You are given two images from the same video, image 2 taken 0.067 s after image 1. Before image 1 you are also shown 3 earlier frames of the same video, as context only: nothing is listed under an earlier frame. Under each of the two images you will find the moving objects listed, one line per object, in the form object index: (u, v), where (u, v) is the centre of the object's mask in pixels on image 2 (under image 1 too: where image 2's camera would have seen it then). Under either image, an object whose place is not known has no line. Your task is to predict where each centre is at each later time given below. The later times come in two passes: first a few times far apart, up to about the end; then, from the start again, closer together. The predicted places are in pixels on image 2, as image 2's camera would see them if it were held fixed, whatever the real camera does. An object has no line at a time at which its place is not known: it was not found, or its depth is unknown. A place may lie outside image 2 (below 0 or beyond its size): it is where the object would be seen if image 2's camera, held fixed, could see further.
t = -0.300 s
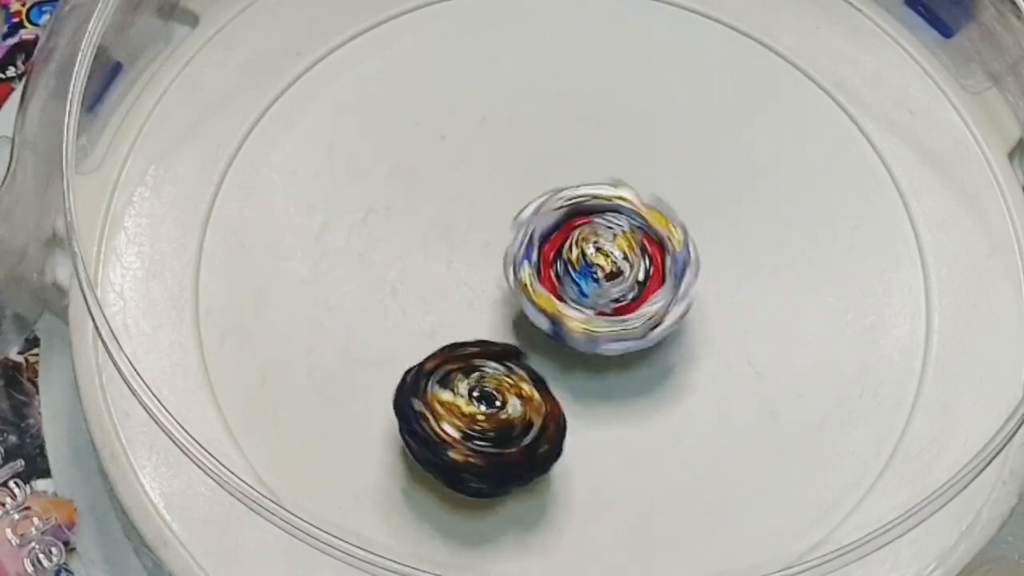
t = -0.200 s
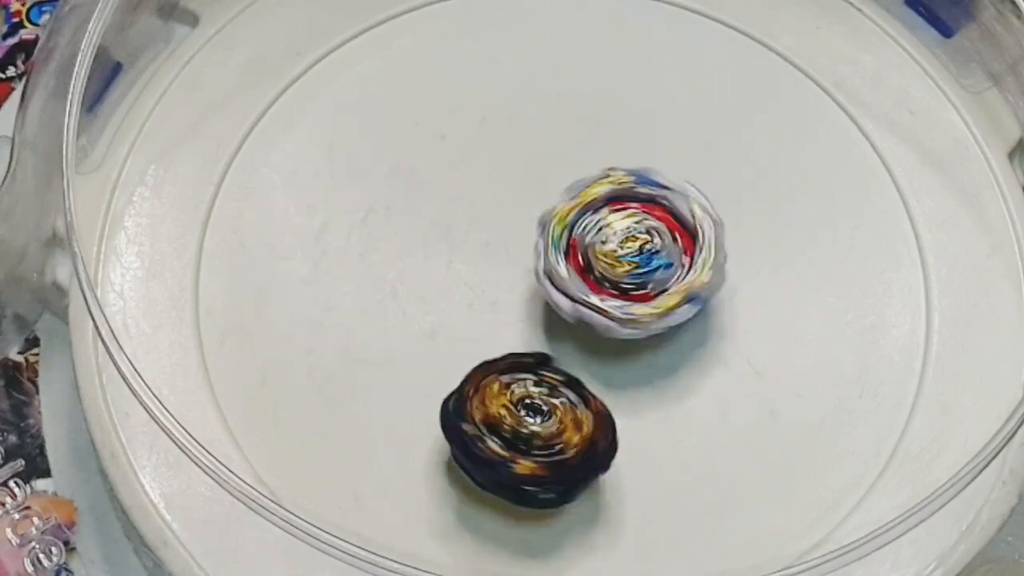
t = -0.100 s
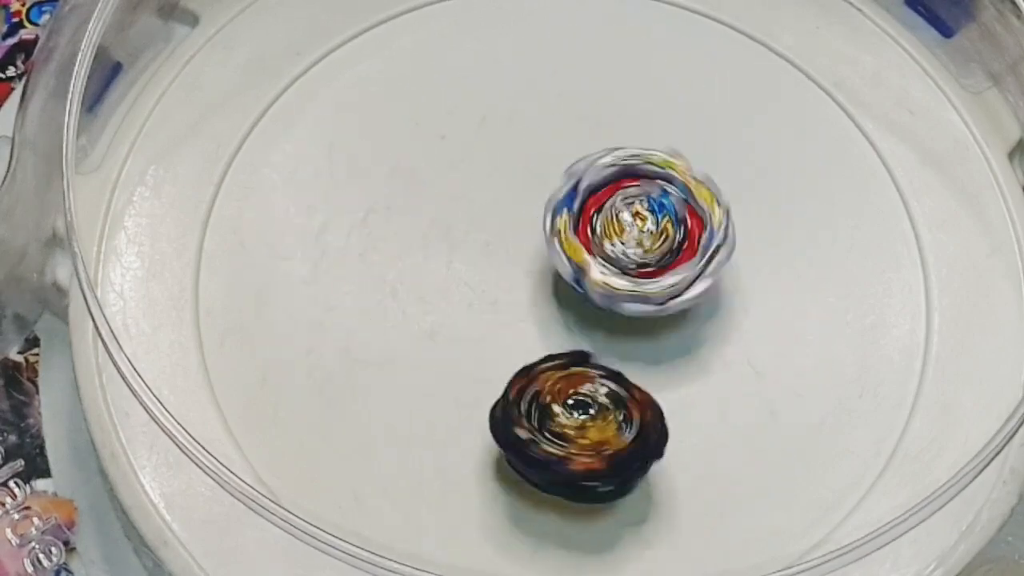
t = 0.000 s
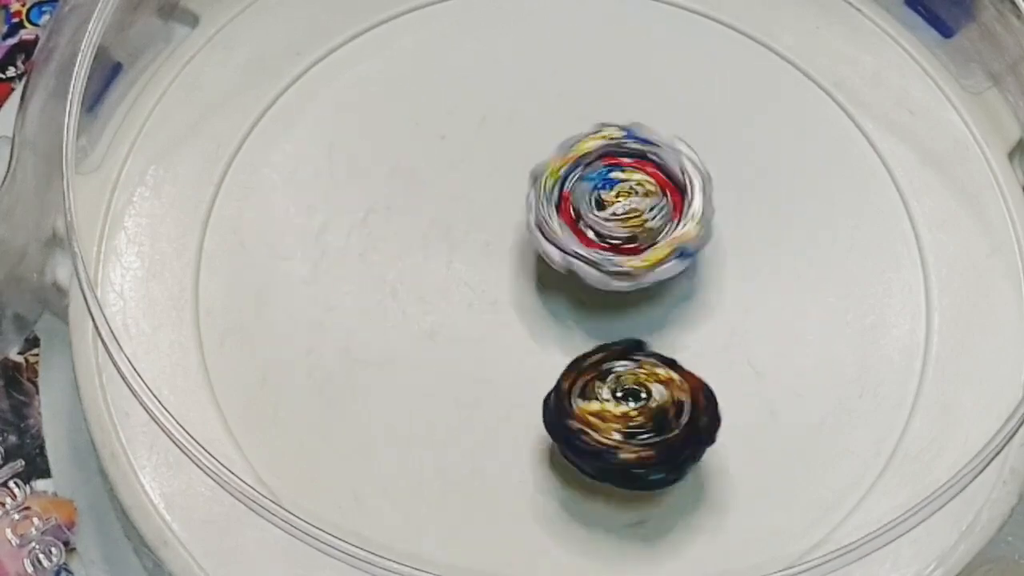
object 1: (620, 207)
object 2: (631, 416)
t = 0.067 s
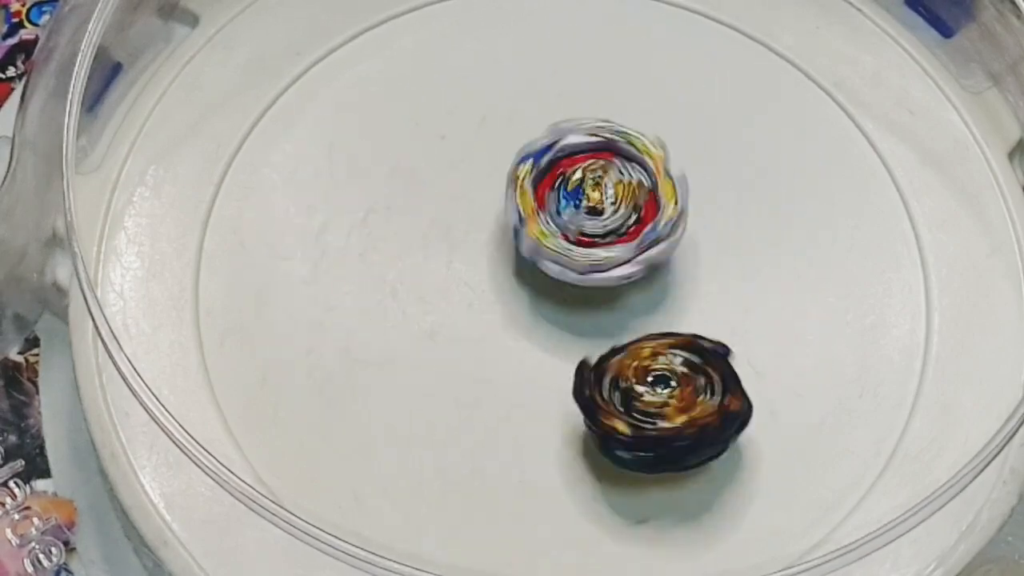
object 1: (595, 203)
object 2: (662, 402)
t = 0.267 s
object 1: (536, 249)
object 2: (724, 334)
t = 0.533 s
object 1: (598, 331)
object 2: (746, 224)
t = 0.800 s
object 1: (586, 337)
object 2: (723, 111)
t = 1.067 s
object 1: (555, 329)
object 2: (632, 84)
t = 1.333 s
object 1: (504, 278)
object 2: (507, 126)
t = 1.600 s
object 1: (525, 333)
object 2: (405, 205)
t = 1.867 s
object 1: (606, 246)
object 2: (393, 307)
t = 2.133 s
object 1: (502, 188)
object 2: (473, 391)
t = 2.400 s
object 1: (498, 257)
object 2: (603, 419)
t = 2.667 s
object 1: (503, 257)
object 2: (612, 418)
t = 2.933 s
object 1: (506, 256)
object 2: (617, 416)
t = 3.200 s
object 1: (511, 254)
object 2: (620, 415)
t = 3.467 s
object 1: (514, 253)
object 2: (623, 415)
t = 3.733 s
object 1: (518, 252)
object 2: (628, 414)
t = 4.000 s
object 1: (521, 252)
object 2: (633, 413)
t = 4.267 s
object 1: (520, 251)
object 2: (636, 411)
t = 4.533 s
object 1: (524, 248)
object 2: (638, 410)
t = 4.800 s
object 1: (527, 248)
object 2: (642, 409)
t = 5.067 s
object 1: (529, 248)
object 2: (646, 407)
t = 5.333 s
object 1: (531, 247)
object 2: (649, 405)
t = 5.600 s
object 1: (532, 246)
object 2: (652, 402)
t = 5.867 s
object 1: (533, 243)
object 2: (654, 401)
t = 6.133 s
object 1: (536, 241)
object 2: (657, 399)
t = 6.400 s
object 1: (539, 240)
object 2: (661, 396)
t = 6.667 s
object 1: (544, 238)
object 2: (662, 393)
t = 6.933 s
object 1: (544, 239)
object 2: (663, 391)
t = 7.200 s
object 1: (543, 237)
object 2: (667, 389)
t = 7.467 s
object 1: (547, 234)
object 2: (671, 386)
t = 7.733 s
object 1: (550, 233)
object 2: (673, 383)
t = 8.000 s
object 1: (552, 231)
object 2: (675, 380)
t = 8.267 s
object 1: (554, 231)
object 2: (677, 377)
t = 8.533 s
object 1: (554, 229)
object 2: (680, 375)
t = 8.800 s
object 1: (569, 197)
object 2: (718, 318)
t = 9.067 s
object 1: (549, 183)
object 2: (724, 199)
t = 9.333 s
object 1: (559, 270)
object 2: (649, 129)
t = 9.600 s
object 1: (651, 287)
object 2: (522, 126)
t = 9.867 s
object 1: (602, 227)
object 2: (414, 205)
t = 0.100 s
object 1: (586, 204)
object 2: (675, 392)
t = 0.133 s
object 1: (571, 208)
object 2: (686, 381)
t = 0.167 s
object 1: (561, 213)
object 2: (697, 369)
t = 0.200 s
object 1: (548, 225)
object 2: (706, 357)
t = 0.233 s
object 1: (540, 236)
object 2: (716, 345)
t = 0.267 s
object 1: (536, 249)
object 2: (724, 334)
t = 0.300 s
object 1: (532, 262)
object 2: (732, 321)
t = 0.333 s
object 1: (533, 276)
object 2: (738, 308)
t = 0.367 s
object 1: (536, 291)
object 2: (743, 294)
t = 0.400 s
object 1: (543, 305)
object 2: (747, 280)
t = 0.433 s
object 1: (555, 316)
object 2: (749, 266)
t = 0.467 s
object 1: (569, 324)
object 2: (750, 252)
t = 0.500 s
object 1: (583, 328)
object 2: (748, 238)
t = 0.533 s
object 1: (598, 331)
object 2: (746, 224)
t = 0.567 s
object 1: (614, 327)
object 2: (743, 212)
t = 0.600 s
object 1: (625, 320)
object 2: (739, 198)
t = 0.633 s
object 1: (622, 318)
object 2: (742, 179)
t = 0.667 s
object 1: (615, 321)
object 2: (743, 154)
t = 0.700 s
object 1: (608, 325)
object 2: (740, 139)
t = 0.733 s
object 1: (601, 328)
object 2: (735, 129)
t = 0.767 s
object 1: (591, 334)
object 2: (730, 119)
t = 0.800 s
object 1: (586, 337)
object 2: (723, 111)
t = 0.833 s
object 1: (583, 338)
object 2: (714, 104)
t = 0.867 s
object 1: (578, 340)
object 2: (704, 98)
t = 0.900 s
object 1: (572, 340)
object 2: (694, 93)
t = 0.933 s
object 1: (568, 339)
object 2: (683, 89)
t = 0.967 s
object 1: (563, 337)
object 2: (672, 86)
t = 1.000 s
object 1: (560, 336)
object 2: (659, 84)
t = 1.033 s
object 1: (556, 335)
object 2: (646, 84)
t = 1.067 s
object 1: (555, 329)
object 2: (632, 84)
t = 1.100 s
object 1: (550, 323)
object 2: (617, 85)
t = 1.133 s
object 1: (546, 318)
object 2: (602, 87)
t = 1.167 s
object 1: (537, 310)
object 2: (588, 91)
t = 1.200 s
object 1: (531, 304)
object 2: (572, 95)
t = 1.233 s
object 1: (527, 299)
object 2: (557, 101)
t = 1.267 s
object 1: (520, 290)
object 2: (541, 109)
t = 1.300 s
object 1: (513, 283)
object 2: (524, 118)
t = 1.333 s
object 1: (504, 278)
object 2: (507, 126)
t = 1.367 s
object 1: (496, 286)
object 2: (492, 128)
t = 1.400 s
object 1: (488, 299)
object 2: (479, 133)
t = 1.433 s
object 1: (488, 307)
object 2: (468, 140)
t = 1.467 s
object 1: (491, 312)
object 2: (455, 153)
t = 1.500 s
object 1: (495, 320)
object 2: (442, 164)
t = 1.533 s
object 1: (500, 323)
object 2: (429, 177)
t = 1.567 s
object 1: (509, 327)
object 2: (417, 192)
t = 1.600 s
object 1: (525, 333)
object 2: (405, 205)
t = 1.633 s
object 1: (545, 332)
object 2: (396, 215)
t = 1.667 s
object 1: (562, 330)
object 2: (390, 225)
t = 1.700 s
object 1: (577, 322)
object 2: (387, 238)
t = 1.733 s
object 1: (588, 311)
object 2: (384, 253)
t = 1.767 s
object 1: (600, 298)
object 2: (384, 267)
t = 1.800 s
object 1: (607, 280)
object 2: (385, 280)
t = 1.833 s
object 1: (608, 264)
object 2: (388, 293)
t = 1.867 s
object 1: (606, 246)
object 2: (393, 307)
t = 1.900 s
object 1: (600, 233)
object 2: (399, 321)
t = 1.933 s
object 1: (594, 218)
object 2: (406, 333)
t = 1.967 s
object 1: (581, 204)
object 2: (414, 345)
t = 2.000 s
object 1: (567, 193)
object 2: (424, 356)
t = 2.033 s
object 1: (550, 186)
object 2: (434, 366)
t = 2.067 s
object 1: (534, 184)
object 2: (446, 374)
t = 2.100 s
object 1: (520, 184)
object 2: (459, 383)
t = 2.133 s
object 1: (502, 188)
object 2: (473, 391)
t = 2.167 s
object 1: (489, 195)
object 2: (488, 397)
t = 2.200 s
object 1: (478, 208)
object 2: (503, 401)
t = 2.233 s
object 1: (474, 223)
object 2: (519, 405)
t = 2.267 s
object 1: (472, 237)
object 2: (534, 407)
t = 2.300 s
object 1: (477, 252)
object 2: (551, 408)
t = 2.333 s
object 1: (482, 257)
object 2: (571, 423)
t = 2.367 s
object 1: (489, 260)
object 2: (586, 425)
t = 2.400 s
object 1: (498, 257)
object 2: (603, 419)
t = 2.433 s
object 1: (502, 257)
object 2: (608, 418)
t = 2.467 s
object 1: (502, 257)
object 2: (608, 418)
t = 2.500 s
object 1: (503, 257)
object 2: (609, 418)
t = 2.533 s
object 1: (503, 257)
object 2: (610, 418)
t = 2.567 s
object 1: (504, 257)
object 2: (611, 418)
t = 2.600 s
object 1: (504, 257)
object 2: (611, 418)
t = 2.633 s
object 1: (504, 257)
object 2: (611, 418)
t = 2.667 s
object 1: (503, 257)
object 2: (612, 418)
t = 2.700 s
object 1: (504, 257)
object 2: (613, 418)
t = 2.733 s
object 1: (504, 257)
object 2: (614, 417)
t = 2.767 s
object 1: (504, 257)
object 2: (615, 417)
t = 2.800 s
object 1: (504, 257)
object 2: (615, 417)
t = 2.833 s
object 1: (505, 257)
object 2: (616, 416)
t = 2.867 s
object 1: (505, 256)
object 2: (616, 416)
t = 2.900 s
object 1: (506, 256)
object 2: (616, 416)
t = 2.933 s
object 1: (506, 256)
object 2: (617, 416)
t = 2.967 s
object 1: (507, 255)
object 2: (617, 416)
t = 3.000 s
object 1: (507, 255)
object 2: (618, 415)
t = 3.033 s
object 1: (508, 255)
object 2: (618, 415)
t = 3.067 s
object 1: (509, 254)
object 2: (618, 415)
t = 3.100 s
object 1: (509, 254)
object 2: (619, 416)
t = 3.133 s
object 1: (510, 254)
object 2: (619, 415)
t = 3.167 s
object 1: (510, 254)
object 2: (620, 415)
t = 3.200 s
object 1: (511, 254)
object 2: (620, 415)
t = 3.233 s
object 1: (511, 254)
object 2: (620, 415)
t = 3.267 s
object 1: (512, 254)
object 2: (620, 415)
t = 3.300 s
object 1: (512, 254)
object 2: (620, 415)
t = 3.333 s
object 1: (512, 254)
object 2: (621, 415)
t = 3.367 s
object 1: (513, 253)
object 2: (622, 415)
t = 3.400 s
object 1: (513, 253)
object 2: (622, 415)
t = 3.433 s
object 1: (513, 253)
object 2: (622, 415)
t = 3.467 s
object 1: (514, 253)
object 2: (623, 415)
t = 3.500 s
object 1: (514, 253)
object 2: (624, 415)
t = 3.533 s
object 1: (515, 252)
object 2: (624, 415)
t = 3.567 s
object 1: (515, 252)
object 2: (625, 415)
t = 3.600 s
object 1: (516, 252)
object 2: (626, 415)
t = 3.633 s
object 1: (516, 252)
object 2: (626, 415)
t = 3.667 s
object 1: (517, 252)
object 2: (627, 414)
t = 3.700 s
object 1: (518, 252)
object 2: (627, 414)
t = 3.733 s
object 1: (518, 252)
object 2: (628, 414)
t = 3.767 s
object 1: (519, 252)
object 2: (629, 414)
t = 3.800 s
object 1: (519, 251)
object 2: (630, 414)
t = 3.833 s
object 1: (520, 252)
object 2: (630, 414)
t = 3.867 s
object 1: (520, 252)
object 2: (630, 414)
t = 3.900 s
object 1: (520, 252)
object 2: (631, 414)
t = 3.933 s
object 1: (521, 252)
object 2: (632, 414)
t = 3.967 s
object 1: (520, 253)
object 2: (633, 413)
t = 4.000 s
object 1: (521, 252)
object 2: (633, 413)
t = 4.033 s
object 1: (521, 253)
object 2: (633, 412)
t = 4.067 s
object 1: (520, 253)
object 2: (633, 412)
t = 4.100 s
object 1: (520, 252)
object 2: (634, 412)
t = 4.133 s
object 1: (520, 252)
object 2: (634, 412)
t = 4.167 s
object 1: (520, 252)
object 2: (635, 411)
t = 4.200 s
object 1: (520, 252)
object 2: (636, 411)
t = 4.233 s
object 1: (520, 252)
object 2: (636, 411)
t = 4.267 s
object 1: (520, 251)
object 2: (636, 411)
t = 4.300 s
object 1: (520, 251)
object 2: (636, 411)
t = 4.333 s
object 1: (521, 250)
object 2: (637, 411)
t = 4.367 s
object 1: (520, 250)
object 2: (637, 411)
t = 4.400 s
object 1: (522, 249)
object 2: (638, 410)
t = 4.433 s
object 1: (522, 248)
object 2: (638, 410)
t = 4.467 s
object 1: (522, 248)
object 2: (638, 409)
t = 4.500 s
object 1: (523, 248)
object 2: (638, 410)
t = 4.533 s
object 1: (524, 248)
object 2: (638, 410)
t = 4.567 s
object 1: (524, 248)
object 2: (639, 409)
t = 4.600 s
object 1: (525, 248)
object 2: (640, 409)
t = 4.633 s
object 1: (525, 247)
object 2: (639, 409)
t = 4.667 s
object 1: (526, 248)
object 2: (640, 409)
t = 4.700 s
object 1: (526, 248)
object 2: (640, 410)
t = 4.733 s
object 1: (527, 248)
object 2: (641, 410)
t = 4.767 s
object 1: (527, 248)
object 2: (642, 409)
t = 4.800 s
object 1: (527, 248)
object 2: (642, 409)
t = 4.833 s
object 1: (528, 248)
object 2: (643, 409)
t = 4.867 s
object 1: (528, 248)
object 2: (643, 408)
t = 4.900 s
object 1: (528, 249)
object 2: (643, 408)
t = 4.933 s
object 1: (528, 248)
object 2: (644, 408)
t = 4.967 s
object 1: (528, 248)
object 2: (645, 408)
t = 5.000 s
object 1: (528, 248)
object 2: (645, 408)
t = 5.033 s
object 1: (529, 248)
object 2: (646, 407)
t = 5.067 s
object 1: (529, 248)
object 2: (646, 407)
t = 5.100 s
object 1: (529, 248)
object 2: (647, 407)
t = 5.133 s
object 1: (529, 247)
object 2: (648, 407)
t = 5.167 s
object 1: (530, 247)
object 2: (648, 407)
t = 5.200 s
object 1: (530, 247)
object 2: (649, 406)
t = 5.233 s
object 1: (531, 247)
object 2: (649, 405)
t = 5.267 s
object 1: (531, 247)
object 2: (649, 405)
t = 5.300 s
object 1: (531, 247)
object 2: (649, 405)
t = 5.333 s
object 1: (531, 247)
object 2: (649, 405)
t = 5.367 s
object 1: (531, 247)
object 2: (650, 404)
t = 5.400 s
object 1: (531, 247)
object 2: (651, 404)
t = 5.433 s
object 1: (531, 247)
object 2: (650, 403)
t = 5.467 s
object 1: (532, 247)
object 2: (651, 403)
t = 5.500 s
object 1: (532, 247)
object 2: (651, 403)
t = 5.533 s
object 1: (531, 246)
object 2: (651, 403)
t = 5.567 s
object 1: (531, 246)
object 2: (652, 402)
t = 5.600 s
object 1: (532, 246)
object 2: (652, 402)
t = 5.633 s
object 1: (531, 246)
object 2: (652, 402)
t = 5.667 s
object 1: (531, 246)
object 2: (652, 401)
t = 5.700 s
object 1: (531, 245)
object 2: (652, 401)
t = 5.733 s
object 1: (531, 245)
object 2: (652, 401)
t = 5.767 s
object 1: (532, 245)
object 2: (653, 401)
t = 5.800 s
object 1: (532, 244)
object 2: (653, 400)
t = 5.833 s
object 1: (533, 244)
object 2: (653, 401)
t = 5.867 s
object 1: (533, 243)
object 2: (654, 401)
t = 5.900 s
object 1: (533, 243)
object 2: (654, 401)
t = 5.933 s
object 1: (534, 243)
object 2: (655, 400)
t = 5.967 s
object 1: (534, 242)
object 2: (655, 400)
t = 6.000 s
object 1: (535, 242)
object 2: (656, 400)
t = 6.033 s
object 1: (535, 242)
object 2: (656, 399)
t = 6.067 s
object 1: (535, 242)
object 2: (656, 399)
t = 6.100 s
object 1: (536, 242)
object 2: (656, 399)
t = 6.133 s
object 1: (536, 241)
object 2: (657, 399)
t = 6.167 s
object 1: (537, 241)
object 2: (658, 398)
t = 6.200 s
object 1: (537, 241)
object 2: (659, 398)
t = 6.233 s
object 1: (537, 240)
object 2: (659, 398)
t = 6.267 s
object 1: (538, 240)
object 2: (659, 398)
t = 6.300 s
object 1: (538, 241)
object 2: (659, 397)
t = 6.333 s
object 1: (538, 240)
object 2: (660, 397)
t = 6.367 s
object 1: (538, 240)
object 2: (660, 397)
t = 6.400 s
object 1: (539, 240)
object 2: (661, 396)
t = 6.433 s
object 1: (539, 239)
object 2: (661, 395)
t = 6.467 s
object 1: (540, 239)
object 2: (661, 395)
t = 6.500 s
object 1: (541, 239)
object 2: (661, 395)
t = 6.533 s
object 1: (541, 239)
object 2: (661, 394)
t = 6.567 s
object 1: (542, 238)
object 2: (662, 394)
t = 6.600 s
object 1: (543, 238)
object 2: (662, 394)
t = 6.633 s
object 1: (543, 238)
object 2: (662, 393)
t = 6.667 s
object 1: (544, 238)
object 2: (662, 393)
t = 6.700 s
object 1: (544, 238)
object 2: (663, 393)
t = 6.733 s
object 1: (545, 239)
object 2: (663, 393)
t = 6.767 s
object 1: (544, 239)
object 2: (663, 392)
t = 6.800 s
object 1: (544, 239)
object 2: (664, 392)
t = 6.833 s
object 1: (544, 239)
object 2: (664, 391)
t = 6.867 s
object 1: (545, 239)
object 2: (664, 391)
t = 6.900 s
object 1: (545, 239)
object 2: (663, 391)
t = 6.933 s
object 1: (544, 239)
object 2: (663, 391)
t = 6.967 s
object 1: (544, 238)
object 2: (664, 390)
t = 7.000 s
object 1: (544, 239)
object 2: (665, 390)
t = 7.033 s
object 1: (544, 238)
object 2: (665, 390)
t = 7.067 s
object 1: (543, 238)
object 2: (665, 390)
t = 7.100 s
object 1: (543, 238)
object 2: (665, 390)
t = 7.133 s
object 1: (543, 237)
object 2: (666, 390)
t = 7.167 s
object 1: (543, 237)
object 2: (667, 389)
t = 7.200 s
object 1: (543, 237)
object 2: (667, 389)
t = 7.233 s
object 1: (544, 236)
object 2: (668, 388)
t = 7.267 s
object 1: (544, 236)
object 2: (668, 388)
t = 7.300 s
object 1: (544, 235)
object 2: (668, 388)
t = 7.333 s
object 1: (545, 235)
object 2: (668, 388)
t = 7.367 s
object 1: (546, 234)
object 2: (669, 387)
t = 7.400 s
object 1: (546, 234)
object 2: (670, 387)
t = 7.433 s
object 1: (547, 234)
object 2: (670, 386)
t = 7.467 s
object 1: (547, 234)
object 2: (671, 386)
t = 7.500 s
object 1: (547, 234)
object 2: (671, 386)
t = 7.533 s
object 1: (548, 233)
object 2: (671, 386)
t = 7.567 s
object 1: (549, 233)
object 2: (672, 385)
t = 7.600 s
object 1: (549, 234)
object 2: (673, 385)
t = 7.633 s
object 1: (550, 234)
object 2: (673, 384)
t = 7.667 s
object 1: (550, 233)
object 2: (673, 384)
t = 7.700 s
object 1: (550, 233)
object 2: (673, 383)
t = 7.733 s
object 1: (550, 233)
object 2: (673, 383)
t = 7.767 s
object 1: (550, 233)
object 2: (673, 383)
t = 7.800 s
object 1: (550, 233)
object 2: (674, 382)
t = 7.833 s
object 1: (551, 233)
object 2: (674, 382)
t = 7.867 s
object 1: (551, 233)
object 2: (674, 382)
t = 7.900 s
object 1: (551, 233)
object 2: (674, 381)
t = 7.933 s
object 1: (551, 232)
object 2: (675, 381)
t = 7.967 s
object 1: (551, 232)
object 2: (675, 381)
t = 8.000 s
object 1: (552, 231)
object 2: (675, 380)
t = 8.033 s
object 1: (553, 232)
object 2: (676, 380)
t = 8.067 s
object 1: (553, 231)
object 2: (676, 379)
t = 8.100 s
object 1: (553, 231)
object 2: (675, 379)
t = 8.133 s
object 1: (554, 231)
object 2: (675, 379)
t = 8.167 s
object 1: (554, 231)
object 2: (676, 379)
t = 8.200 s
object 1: (554, 231)
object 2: (676, 378)
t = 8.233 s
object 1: (554, 231)
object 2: (677, 378)
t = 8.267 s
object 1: (554, 231)
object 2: (677, 377)
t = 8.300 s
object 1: (554, 230)
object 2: (677, 377)
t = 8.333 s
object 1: (554, 230)
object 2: (678, 377)
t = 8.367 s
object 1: (554, 230)
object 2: (678, 377)
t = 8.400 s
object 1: (554, 230)
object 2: (679, 377)
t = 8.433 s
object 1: (553, 230)
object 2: (680, 376)
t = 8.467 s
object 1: (554, 230)
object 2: (680, 375)
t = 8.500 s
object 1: (554, 230)
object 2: (680, 375)
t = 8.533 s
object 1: (554, 229)
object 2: (680, 375)
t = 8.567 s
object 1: (554, 228)
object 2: (681, 374)
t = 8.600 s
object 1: (554, 228)
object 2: (682, 374)
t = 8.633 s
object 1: (554, 227)
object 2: (682, 373)
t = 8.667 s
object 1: (554, 227)
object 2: (682, 373)
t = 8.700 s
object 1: (563, 219)
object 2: (691, 362)
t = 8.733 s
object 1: (567, 211)
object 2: (700, 348)
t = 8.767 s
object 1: (569, 202)
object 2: (709, 333)
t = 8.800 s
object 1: (569, 197)
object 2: (718, 318)
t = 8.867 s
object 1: (570, 185)
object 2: (730, 287)
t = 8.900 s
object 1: (566, 178)
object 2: (733, 272)
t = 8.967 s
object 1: (560, 174)
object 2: (733, 241)
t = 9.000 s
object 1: (554, 176)
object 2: (731, 226)
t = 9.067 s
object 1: (549, 183)
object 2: (724, 199)
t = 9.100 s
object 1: (545, 191)
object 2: (718, 187)
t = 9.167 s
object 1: (543, 213)
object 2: (705, 165)
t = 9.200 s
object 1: (541, 222)
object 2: (697, 155)
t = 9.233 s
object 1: (541, 233)
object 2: (687, 145)
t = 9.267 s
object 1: (544, 248)
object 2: (676, 138)
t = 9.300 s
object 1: (553, 259)
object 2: (663, 133)
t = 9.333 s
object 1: (559, 270)
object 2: (649, 129)
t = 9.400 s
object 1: (583, 291)
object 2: (619, 121)
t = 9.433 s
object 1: (594, 295)
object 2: (605, 119)
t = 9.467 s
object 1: (607, 298)
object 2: (589, 118)
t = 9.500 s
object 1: (620, 301)
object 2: (573, 118)
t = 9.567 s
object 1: (644, 294)
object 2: (538, 122)
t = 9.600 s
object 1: (651, 287)
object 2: (522, 126)
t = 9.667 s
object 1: (660, 268)
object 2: (492, 141)
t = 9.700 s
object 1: (655, 256)
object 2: (476, 149)
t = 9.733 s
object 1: (653, 249)
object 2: (461, 157)
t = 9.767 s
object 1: (644, 242)
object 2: (448, 167)
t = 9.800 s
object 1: (630, 234)
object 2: (437, 179)
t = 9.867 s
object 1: (602, 227)
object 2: (414, 205)
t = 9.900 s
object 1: (585, 227)
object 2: (405, 218)
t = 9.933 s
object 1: (576, 233)
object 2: (395, 230)
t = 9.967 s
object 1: (569, 235)
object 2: (390, 240)
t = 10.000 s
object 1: (569, 242)
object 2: (375, 252)
